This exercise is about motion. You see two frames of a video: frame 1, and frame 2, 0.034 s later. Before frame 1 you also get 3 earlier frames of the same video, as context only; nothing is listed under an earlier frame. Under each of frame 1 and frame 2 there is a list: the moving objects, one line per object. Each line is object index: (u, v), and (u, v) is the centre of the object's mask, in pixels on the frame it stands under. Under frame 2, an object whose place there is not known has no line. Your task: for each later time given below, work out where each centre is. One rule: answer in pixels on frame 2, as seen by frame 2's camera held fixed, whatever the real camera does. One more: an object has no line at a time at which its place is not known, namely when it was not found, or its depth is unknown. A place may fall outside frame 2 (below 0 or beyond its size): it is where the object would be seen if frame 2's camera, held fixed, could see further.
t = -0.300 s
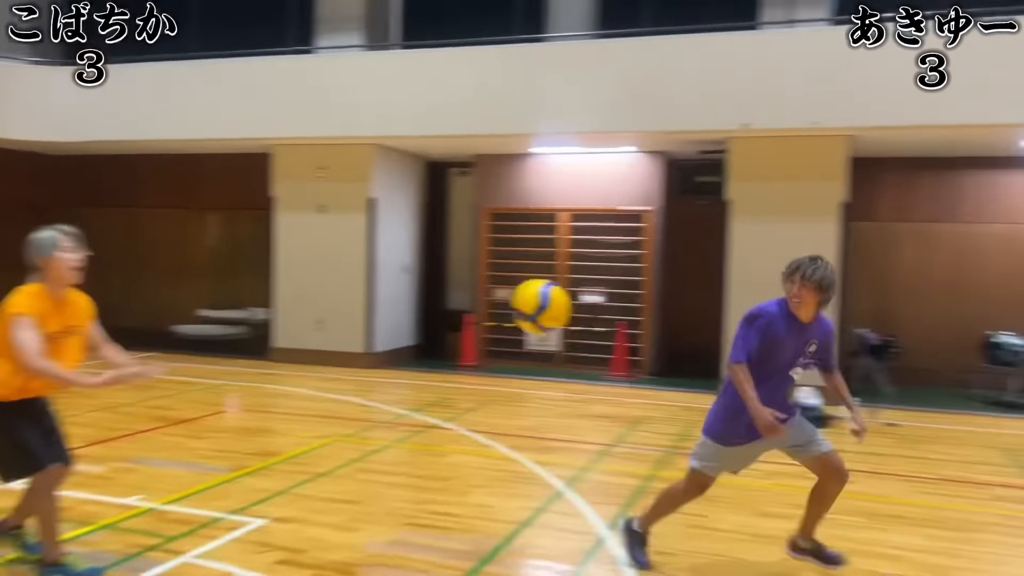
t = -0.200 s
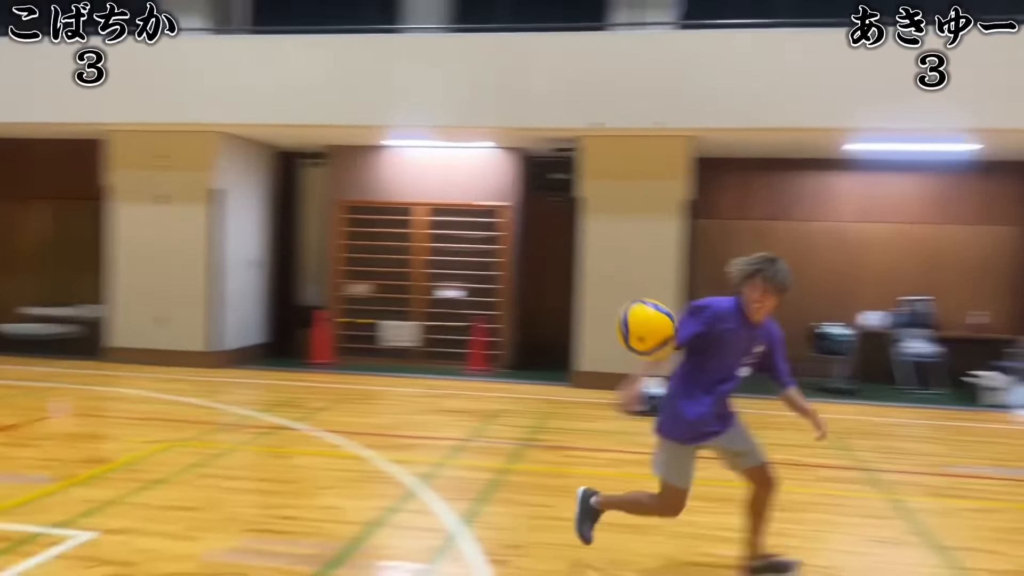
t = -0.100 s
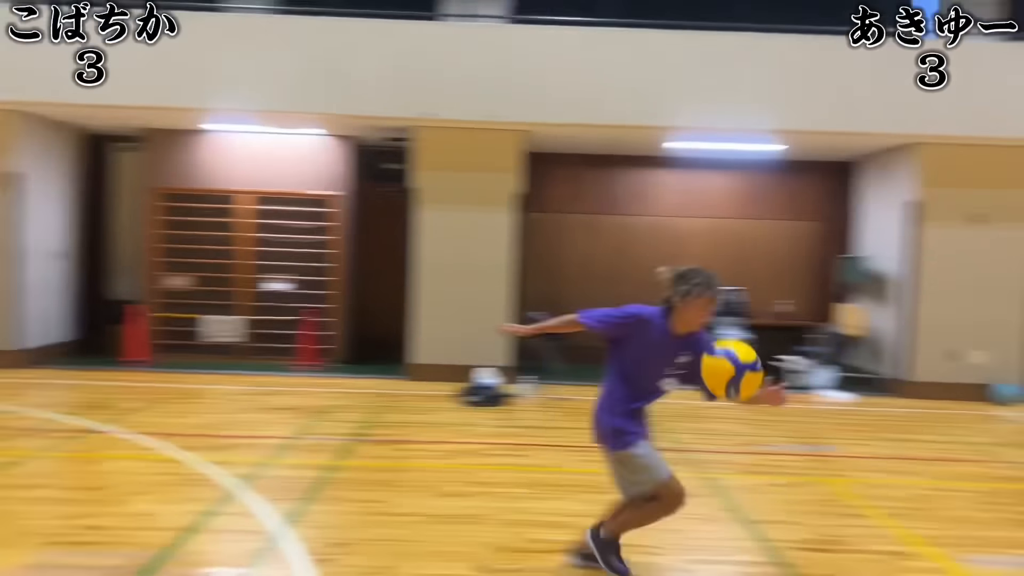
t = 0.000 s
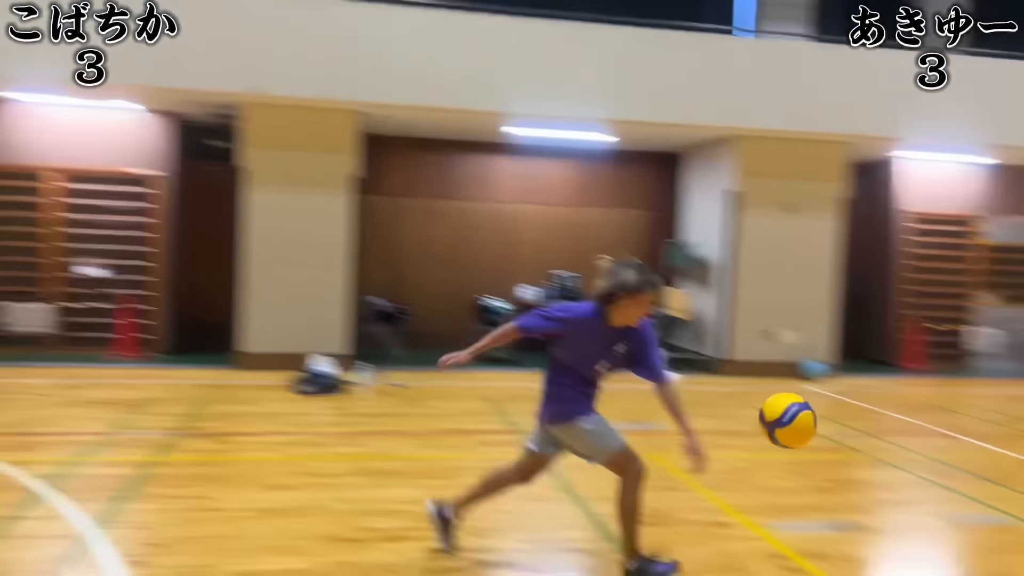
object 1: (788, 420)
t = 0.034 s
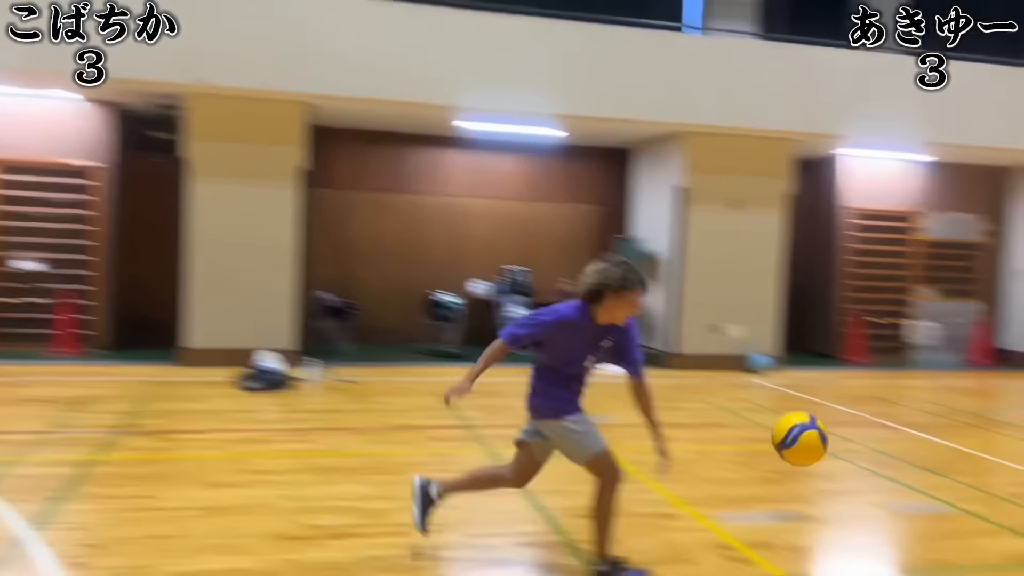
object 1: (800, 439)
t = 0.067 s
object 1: (866, 467)
